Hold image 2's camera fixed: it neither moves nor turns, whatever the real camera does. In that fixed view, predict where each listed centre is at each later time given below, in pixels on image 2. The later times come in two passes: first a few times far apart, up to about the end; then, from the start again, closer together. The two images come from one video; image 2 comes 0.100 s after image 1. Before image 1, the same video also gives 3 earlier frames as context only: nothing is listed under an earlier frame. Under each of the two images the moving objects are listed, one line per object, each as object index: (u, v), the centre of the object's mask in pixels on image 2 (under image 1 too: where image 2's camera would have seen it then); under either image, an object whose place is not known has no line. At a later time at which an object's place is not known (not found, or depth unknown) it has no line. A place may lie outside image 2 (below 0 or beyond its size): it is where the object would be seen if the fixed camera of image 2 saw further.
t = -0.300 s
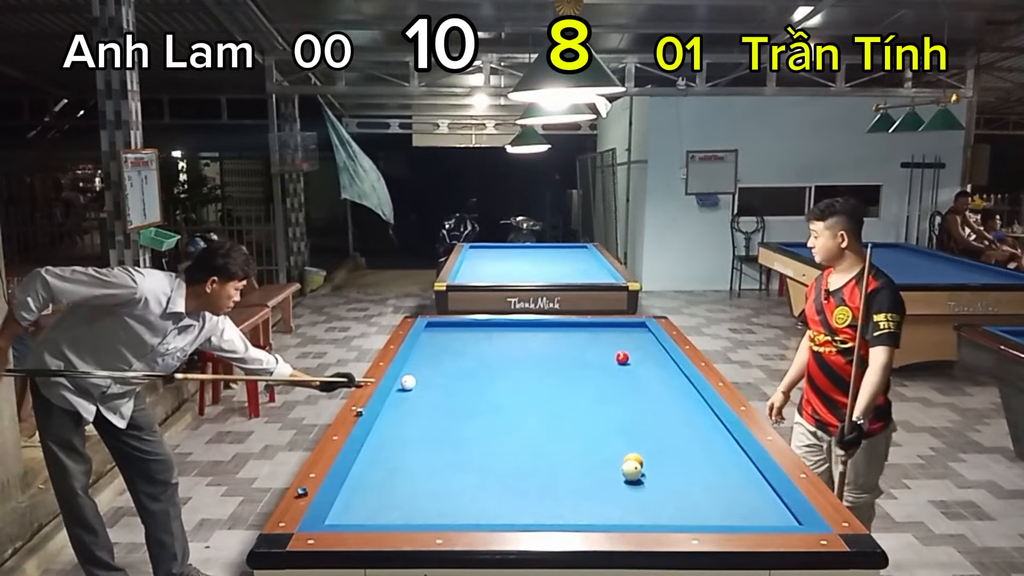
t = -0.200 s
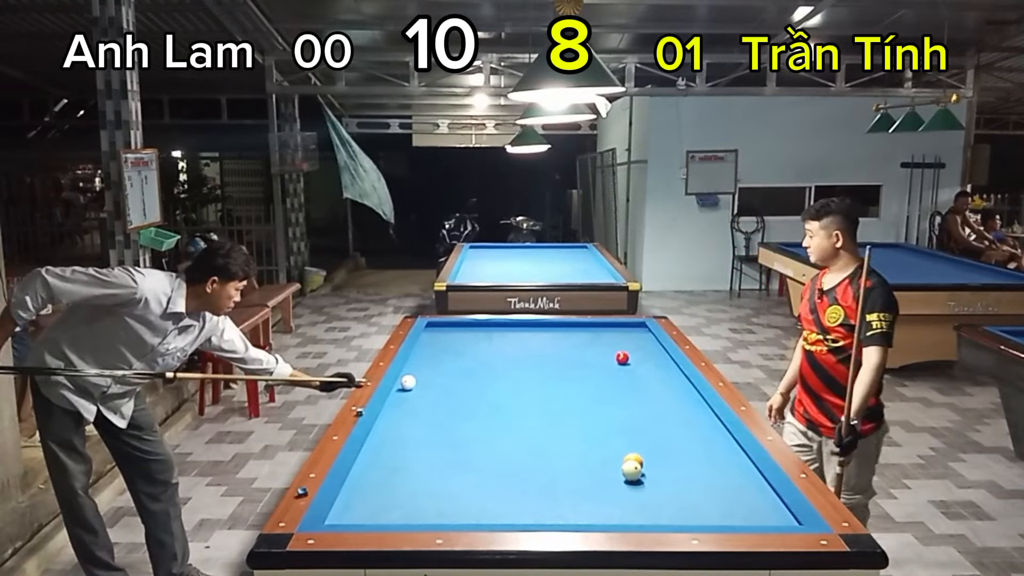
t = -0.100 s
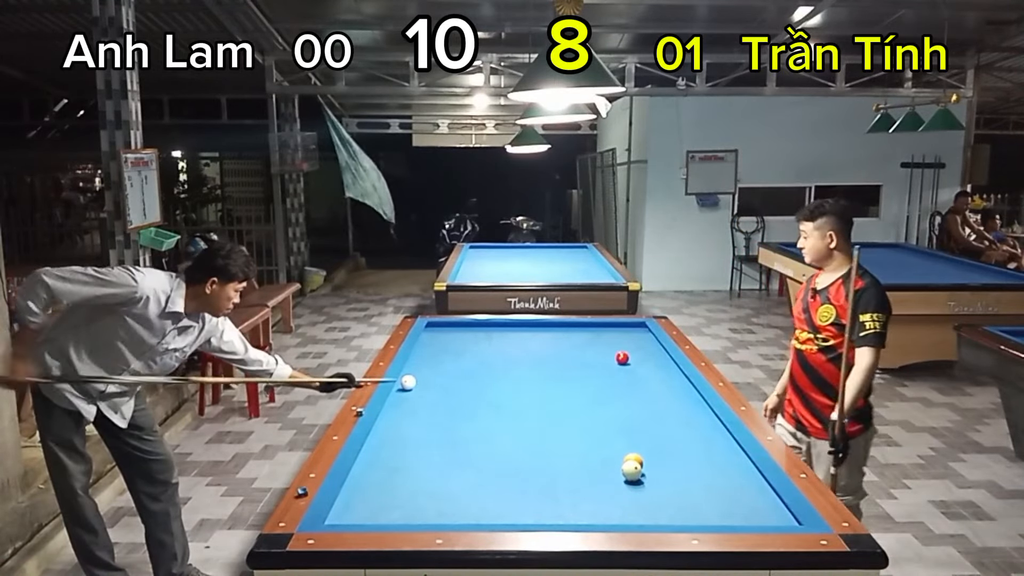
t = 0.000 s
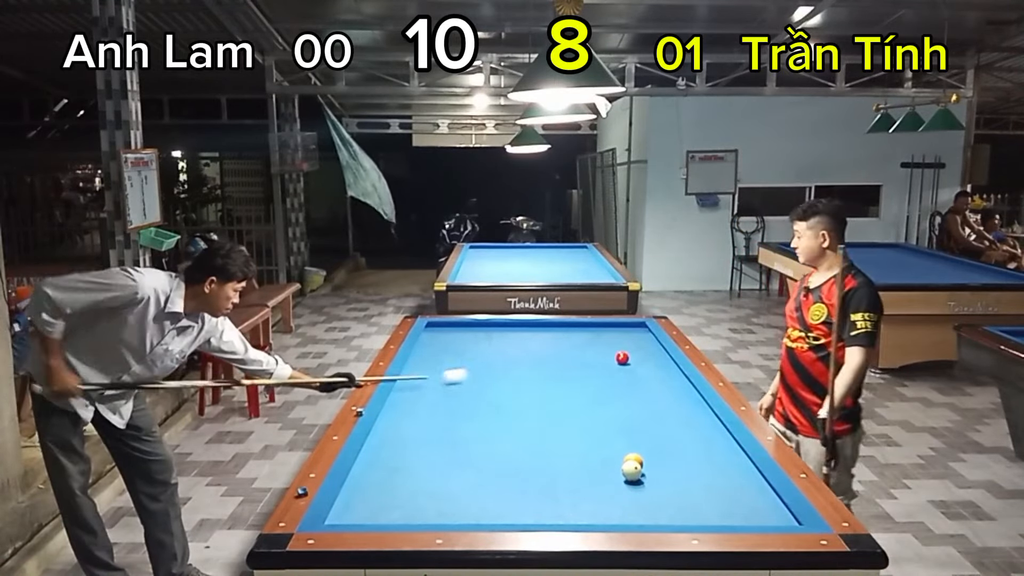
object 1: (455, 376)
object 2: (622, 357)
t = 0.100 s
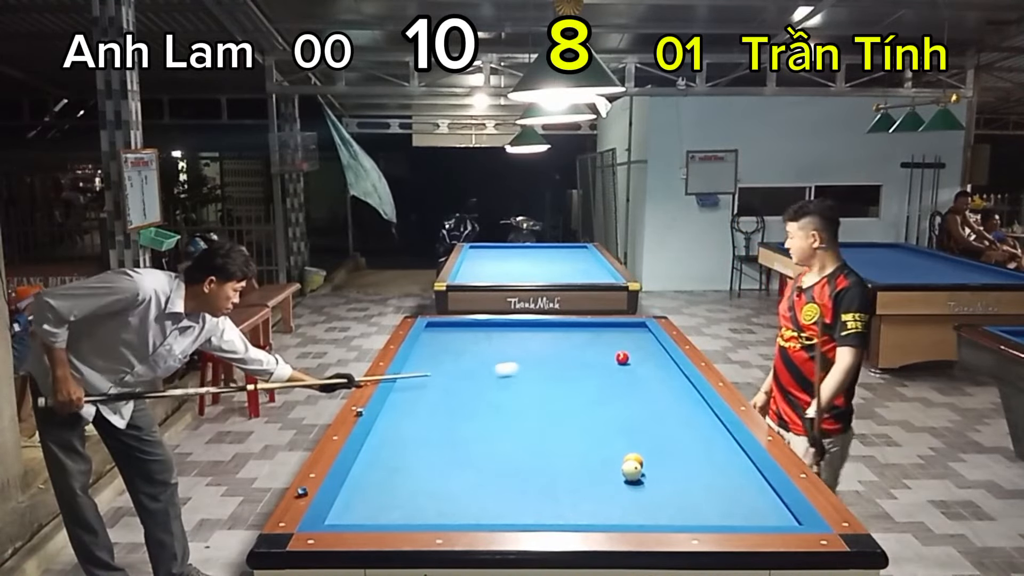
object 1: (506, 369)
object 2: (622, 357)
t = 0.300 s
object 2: (622, 357)
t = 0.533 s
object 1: (642, 340)
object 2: (665, 363)
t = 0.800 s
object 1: (614, 326)
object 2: (632, 366)
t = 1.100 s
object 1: (575, 331)
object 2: (597, 369)
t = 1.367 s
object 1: (540, 337)
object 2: (566, 372)
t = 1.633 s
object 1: (502, 345)
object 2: (534, 375)
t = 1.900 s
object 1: (462, 354)
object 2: (502, 379)
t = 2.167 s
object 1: (418, 362)
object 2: (470, 382)
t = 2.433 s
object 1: (429, 371)
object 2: (438, 385)
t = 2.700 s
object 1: (449, 382)
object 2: (406, 388)
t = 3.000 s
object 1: (472, 394)
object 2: (414, 390)
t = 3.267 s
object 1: (495, 406)
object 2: (429, 391)
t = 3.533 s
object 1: (519, 419)
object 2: (444, 392)
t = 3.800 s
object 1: (546, 432)
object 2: (457, 393)
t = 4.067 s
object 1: (575, 448)
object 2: (471, 394)
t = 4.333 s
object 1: (606, 464)
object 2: (483, 396)
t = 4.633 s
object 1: (614, 480)
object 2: (497, 397)
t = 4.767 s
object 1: (616, 486)
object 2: (502, 397)
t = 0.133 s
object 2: (622, 357)
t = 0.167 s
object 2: (622, 357)
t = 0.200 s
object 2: (622, 357)
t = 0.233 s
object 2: (622, 357)
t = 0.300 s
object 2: (622, 357)
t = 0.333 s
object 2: (625, 358)
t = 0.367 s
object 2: (635, 359)
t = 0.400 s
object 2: (645, 360)
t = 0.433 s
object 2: (654, 361)
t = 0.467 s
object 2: (663, 362)
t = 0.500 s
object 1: (637, 342)
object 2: (669, 363)
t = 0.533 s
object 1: (642, 340)
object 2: (665, 363)
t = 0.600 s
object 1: (647, 336)
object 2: (656, 364)
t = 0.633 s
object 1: (640, 334)
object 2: (652, 365)
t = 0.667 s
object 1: (634, 332)
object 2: (648, 365)
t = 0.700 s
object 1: (628, 331)
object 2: (644, 365)
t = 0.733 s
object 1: (623, 329)
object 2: (640, 365)
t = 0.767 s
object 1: (618, 327)
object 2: (636, 366)
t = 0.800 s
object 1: (614, 326)
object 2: (632, 366)
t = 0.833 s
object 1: (609, 324)
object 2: (628, 366)
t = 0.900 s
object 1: (601, 325)
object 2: (621, 367)
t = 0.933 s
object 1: (597, 326)
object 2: (617, 367)
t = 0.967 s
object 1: (592, 327)
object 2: (613, 368)
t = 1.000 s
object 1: (588, 328)
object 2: (609, 368)
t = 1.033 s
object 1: (584, 329)
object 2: (605, 369)
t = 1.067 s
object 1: (580, 330)
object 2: (601, 369)
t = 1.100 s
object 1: (575, 331)
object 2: (597, 369)
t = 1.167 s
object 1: (567, 332)
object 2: (589, 370)
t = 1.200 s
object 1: (562, 333)
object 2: (585, 370)
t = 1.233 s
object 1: (558, 334)
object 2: (581, 371)
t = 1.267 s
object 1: (553, 335)
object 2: (577, 371)
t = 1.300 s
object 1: (549, 335)
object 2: (573, 371)
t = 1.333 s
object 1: (544, 336)
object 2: (569, 372)
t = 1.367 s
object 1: (540, 337)
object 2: (566, 372)
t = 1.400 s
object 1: (535, 338)
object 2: (562, 373)
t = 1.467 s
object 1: (526, 340)
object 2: (554, 374)
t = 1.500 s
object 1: (521, 341)
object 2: (550, 374)
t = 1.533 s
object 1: (516, 342)
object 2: (546, 374)
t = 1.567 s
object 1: (512, 343)
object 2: (542, 375)
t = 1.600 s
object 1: (507, 344)
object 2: (538, 375)
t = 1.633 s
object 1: (502, 345)
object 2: (534, 375)
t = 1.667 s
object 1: (497, 346)
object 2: (530, 376)
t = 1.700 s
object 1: (492, 348)
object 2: (526, 376)
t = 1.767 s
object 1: (482, 349)
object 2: (518, 377)
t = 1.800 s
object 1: (477, 351)
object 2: (514, 377)
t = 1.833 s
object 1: (472, 351)
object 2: (510, 378)
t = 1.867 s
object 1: (467, 352)
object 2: (506, 378)
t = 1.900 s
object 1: (462, 354)
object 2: (502, 379)
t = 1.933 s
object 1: (456, 355)
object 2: (498, 379)
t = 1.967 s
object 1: (451, 356)
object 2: (494, 379)
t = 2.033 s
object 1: (440, 358)
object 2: (487, 380)
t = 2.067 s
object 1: (435, 359)
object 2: (483, 380)
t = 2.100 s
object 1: (430, 360)
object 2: (479, 381)
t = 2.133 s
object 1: (424, 361)
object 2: (475, 381)
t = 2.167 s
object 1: (418, 362)
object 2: (470, 382)
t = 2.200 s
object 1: (413, 363)
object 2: (466, 382)
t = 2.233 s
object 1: (414, 365)
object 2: (462, 383)
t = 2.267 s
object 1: (417, 366)
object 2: (458, 383)
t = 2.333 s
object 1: (422, 368)
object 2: (450, 384)
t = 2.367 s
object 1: (424, 369)
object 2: (446, 384)
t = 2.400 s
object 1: (426, 370)
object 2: (442, 385)
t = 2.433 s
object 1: (429, 371)
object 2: (438, 385)
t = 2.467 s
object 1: (432, 372)
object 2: (434, 385)
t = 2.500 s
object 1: (434, 373)
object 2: (430, 386)
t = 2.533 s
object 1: (436, 375)
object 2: (426, 386)
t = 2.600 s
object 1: (441, 378)
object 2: (418, 387)
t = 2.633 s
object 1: (443, 379)
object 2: (414, 388)
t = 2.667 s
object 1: (446, 380)
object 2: (410, 388)
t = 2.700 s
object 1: (449, 382)
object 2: (406, 388)
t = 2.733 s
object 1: (451, 383)
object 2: (402, 389)
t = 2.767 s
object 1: (454, 385)
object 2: (400, 389)
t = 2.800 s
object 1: (456, 386)
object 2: (402, 389)
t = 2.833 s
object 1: (459, 387)
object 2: (404, 389)
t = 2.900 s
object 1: (464, 390)
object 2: (408, 390)
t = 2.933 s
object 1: (467, 391)
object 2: (410, 390)
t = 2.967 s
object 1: (469, 393)
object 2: (412, 390)
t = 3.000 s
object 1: (472, 394)
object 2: (414, 390)
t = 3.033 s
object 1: (475, 395)
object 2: (416, 390)
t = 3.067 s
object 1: (478, 397)
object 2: (418, 390)
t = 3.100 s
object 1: (481, 398)
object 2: (420, 391)
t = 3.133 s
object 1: (483, 400)
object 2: (422, 391)
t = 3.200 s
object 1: (489, 403)
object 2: (425, 391)
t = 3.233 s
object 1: (492, 404)
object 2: (427, 391)
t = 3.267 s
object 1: (495, 406)
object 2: (429, 391)
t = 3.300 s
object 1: (498, 407)
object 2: (431, 391)
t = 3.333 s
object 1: (501, 409)
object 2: (433, 391)
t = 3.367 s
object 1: (504, 410)
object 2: (435, 392)
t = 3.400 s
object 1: (507, 412)
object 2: (436, 392)
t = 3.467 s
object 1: (513, 415)
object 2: (440, 392)
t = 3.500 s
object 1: (516, 417)
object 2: (442, 392)
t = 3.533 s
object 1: (519, 419)
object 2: (444, 392)
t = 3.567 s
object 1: (523, 420)
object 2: (445, 392)
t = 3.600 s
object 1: (526, 422)
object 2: (447, 392)
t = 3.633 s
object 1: (529, 424)
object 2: (449, 393)
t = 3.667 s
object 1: (533, 425)
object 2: (451, 393)
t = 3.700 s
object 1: (536, 427)
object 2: (452, 393)
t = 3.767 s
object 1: (542, 431)
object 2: (456, 393)
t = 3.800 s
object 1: (546, 432)
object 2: (457, 393)
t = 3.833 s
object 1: (549, 434)
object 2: (459, 393)
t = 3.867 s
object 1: (553, 436)
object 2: (461, 394)
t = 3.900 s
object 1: (556, 438)
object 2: (462, 394)
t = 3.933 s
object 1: (560, 440)
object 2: (464, 394)
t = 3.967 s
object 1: (564, 442)
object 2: (466, 394)
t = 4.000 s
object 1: (567, 444)
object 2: (467, 394)
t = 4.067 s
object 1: (575, 448)
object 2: (471, 394)
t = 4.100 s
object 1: (578, 450)
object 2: (472, 395)
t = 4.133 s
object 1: (582, 452)
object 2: (474, 395)
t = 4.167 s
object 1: (586, 454)
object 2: (475, 395)
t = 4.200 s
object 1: (590, 456)
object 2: (477, 395)
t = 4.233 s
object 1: (594, 458)
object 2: (479, 395)
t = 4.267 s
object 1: (598, 460)
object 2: (480, 395)
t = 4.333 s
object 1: (606, 464)
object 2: (483, 396)
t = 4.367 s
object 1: (610, 467)
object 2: (485, 396)
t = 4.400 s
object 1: (612, 469)
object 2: (487, 396)
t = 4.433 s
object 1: (611, 470)
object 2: (488, 396)
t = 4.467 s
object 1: (612, 472)
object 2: (489, 396)
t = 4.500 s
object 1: (612, 473)
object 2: (491, 396)
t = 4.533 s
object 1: (613, 475)
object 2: (492, 396)
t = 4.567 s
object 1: (613, 476)
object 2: (494, 396)
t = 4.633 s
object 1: (614, 480)
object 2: (497, 397)
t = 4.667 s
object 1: (614, 481)
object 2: (498, 397)
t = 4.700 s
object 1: (615, 483)
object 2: (500, 397)
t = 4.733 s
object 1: (615, 484)
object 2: (501, 397)
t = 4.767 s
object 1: (616, 486)
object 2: (502, 397)
